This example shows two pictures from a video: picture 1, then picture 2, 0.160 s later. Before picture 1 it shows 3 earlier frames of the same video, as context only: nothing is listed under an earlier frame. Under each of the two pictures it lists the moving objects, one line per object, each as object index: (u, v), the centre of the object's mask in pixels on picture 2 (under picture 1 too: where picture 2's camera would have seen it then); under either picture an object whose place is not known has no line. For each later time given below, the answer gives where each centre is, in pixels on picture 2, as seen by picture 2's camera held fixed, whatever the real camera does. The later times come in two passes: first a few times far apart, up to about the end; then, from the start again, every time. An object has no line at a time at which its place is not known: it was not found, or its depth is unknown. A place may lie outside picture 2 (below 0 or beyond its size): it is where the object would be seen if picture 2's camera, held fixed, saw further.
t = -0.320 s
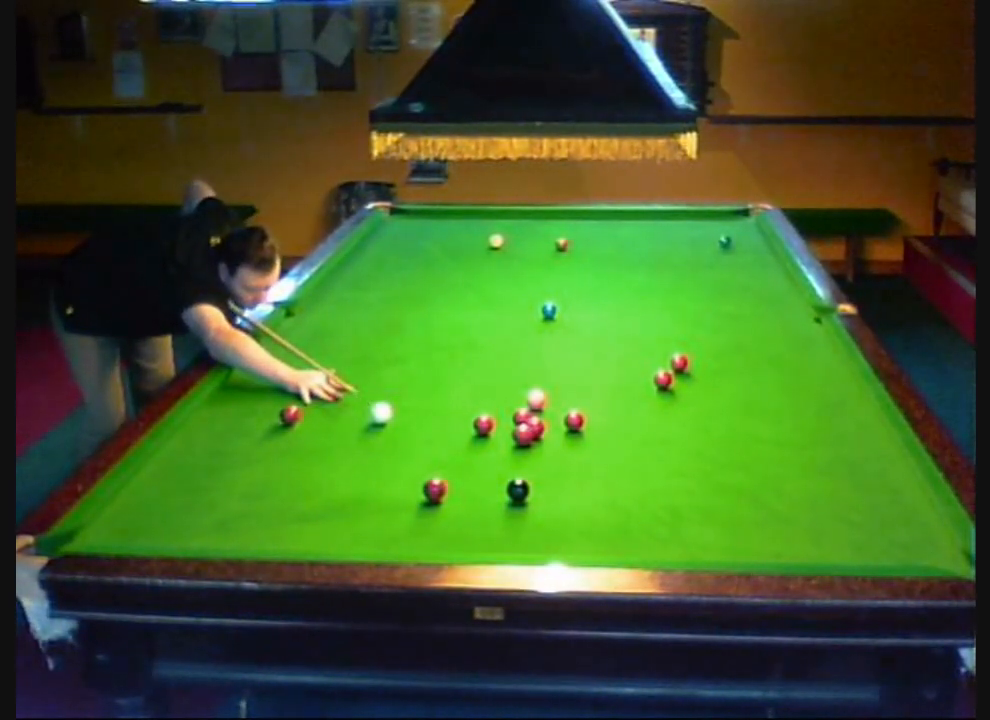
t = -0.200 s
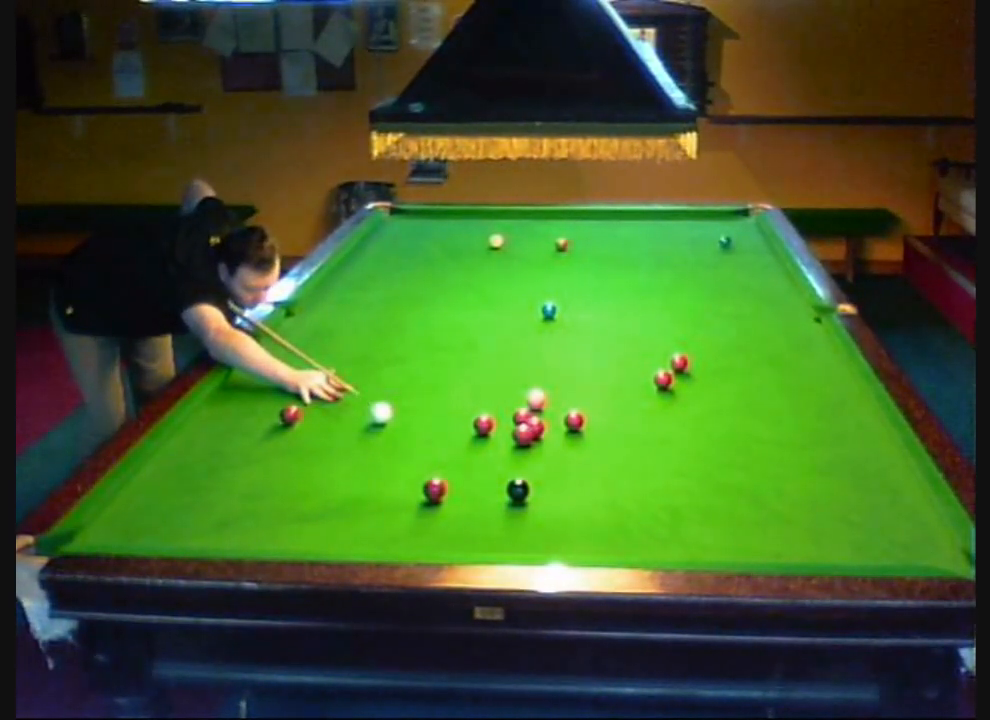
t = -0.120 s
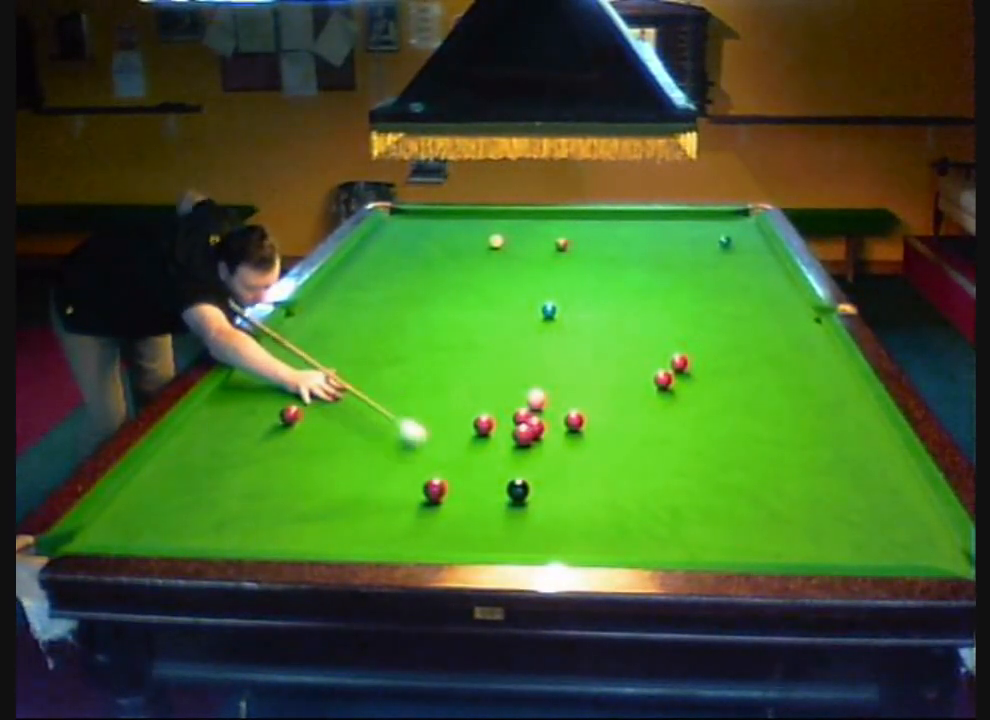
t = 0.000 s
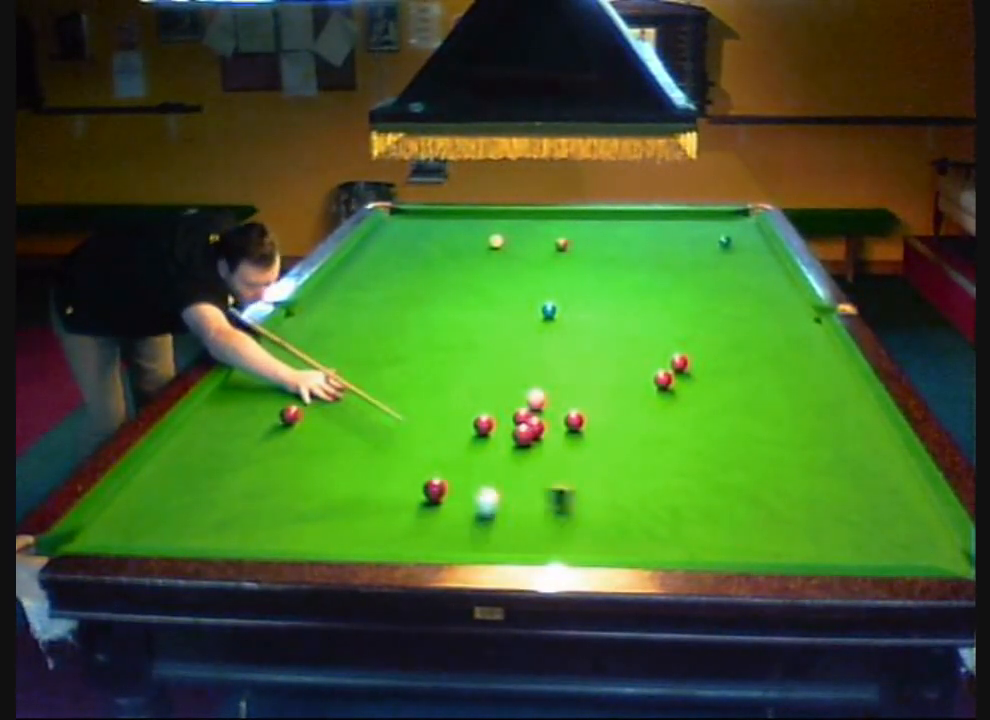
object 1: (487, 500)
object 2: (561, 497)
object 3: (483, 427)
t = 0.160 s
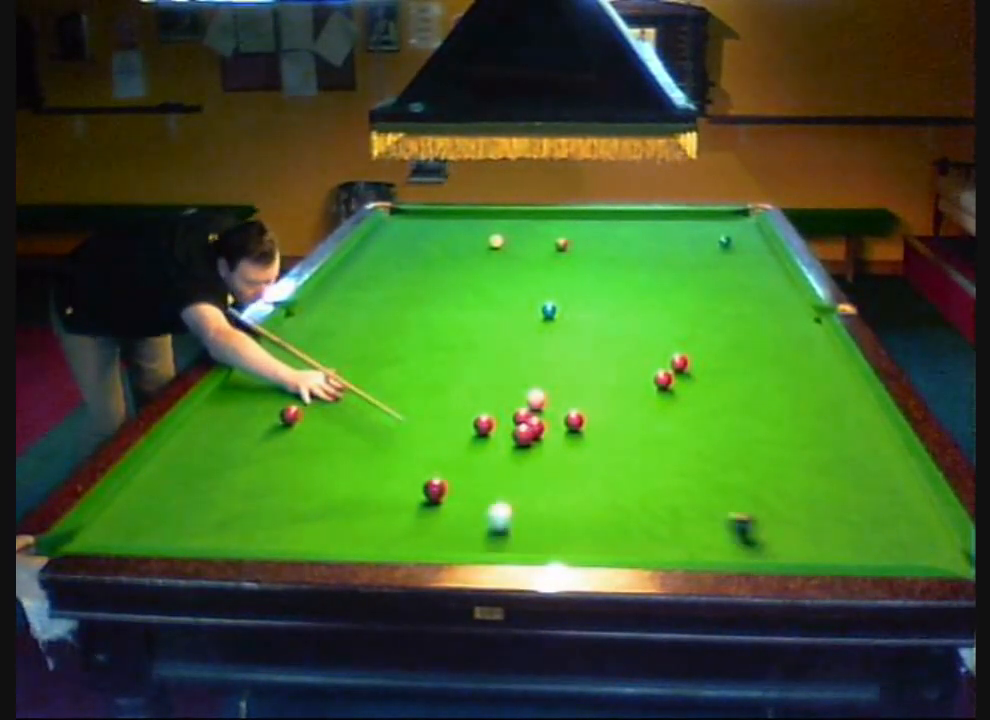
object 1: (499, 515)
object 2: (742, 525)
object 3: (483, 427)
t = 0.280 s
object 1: (521, 472)
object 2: (874, 545)
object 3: (483, 427)
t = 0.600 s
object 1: (581, 424)
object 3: (468, 425)
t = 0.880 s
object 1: (606, 419)
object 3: (442, 423)
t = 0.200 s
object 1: (506, 502)
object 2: (778, 531)
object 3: (483, 427)
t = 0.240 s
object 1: (515, 483)
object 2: (835, 539)
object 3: (483, 427)
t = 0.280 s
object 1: (521, 472)
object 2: (874, 545)
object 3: (483, 427)
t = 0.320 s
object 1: (529, 455)
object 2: (931, 553)
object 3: (483, 427)
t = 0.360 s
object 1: (534, 445)
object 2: (961, 561)
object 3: (483, 427)
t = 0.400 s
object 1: (542, 438)
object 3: (483, 427)
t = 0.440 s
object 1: (560, 428)
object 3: (483, 427)
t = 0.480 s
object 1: (567, 426)
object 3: (483, 427)
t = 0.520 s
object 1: (573, 425)
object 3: (476, 426)
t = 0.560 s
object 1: (577, 424)
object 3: (472, 426)
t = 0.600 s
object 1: (581, 424)
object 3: (468, 425)
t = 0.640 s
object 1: (586, 422)
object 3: (463, 425)
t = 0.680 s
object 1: (589, 422)
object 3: (459, 424)
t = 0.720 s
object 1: (594, 421)
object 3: (454, 424)
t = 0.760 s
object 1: (597, 420)
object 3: (451, 424)
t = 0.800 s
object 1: (600, 420)
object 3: (448, 424)
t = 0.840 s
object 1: (604, 419)
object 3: (444, 423)
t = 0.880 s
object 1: (606, 419)
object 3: (442, 423)
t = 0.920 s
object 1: (609, 419)
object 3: (438, 422)
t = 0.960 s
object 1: (611, 418)
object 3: (436, 422)
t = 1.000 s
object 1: (613, 418)
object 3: (434, 422)
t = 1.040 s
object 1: (616, 418)
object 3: (432, 422)
